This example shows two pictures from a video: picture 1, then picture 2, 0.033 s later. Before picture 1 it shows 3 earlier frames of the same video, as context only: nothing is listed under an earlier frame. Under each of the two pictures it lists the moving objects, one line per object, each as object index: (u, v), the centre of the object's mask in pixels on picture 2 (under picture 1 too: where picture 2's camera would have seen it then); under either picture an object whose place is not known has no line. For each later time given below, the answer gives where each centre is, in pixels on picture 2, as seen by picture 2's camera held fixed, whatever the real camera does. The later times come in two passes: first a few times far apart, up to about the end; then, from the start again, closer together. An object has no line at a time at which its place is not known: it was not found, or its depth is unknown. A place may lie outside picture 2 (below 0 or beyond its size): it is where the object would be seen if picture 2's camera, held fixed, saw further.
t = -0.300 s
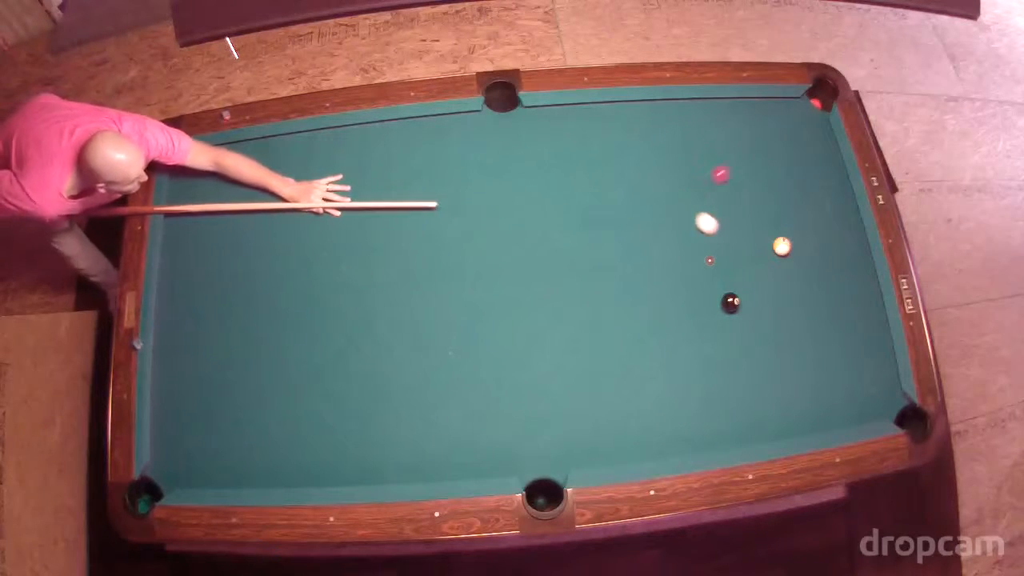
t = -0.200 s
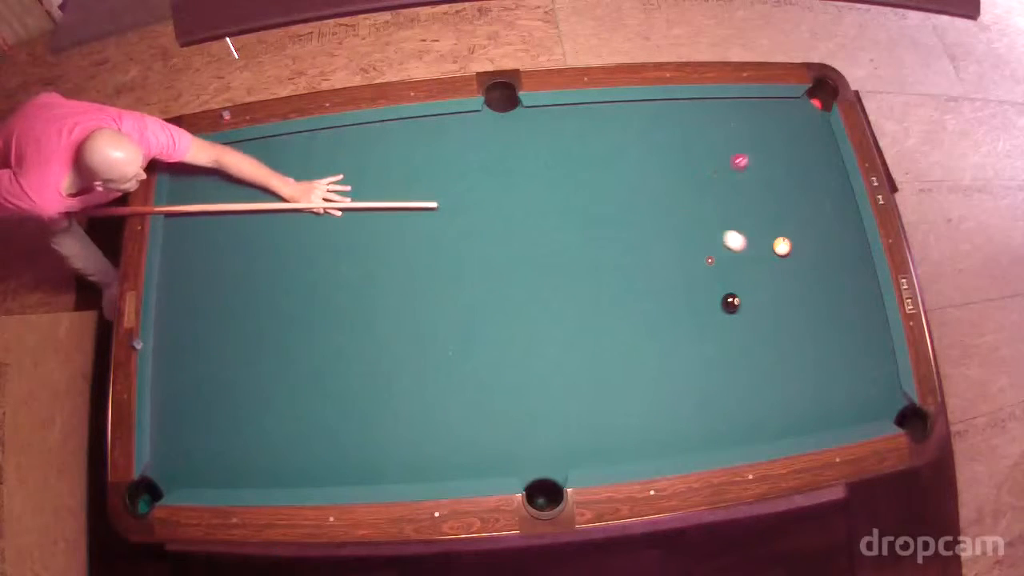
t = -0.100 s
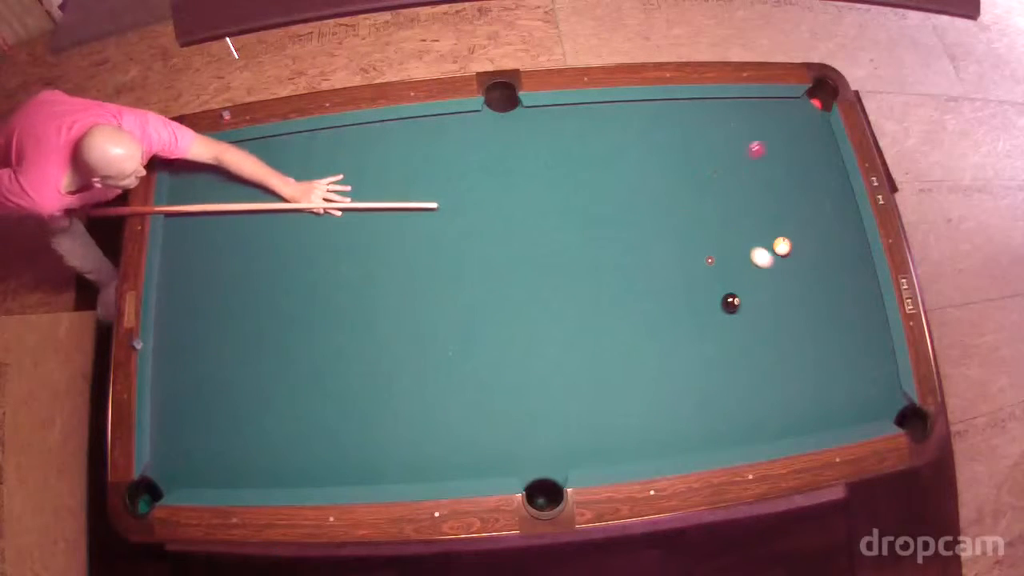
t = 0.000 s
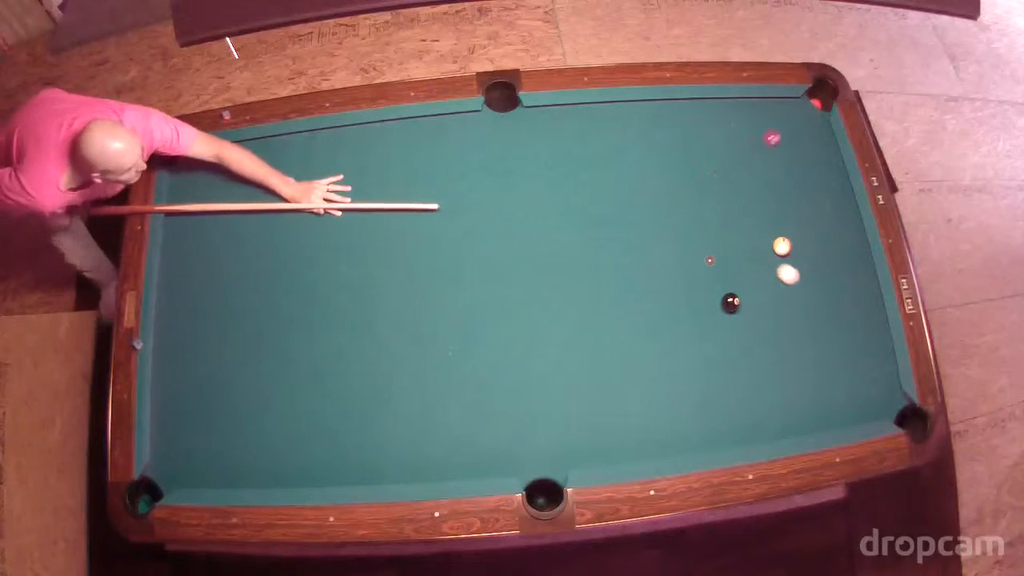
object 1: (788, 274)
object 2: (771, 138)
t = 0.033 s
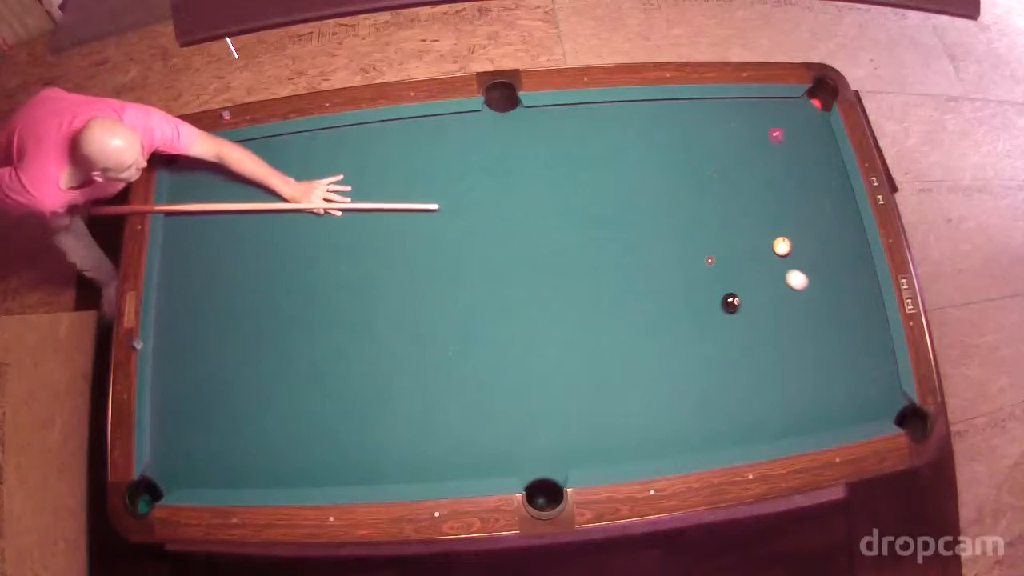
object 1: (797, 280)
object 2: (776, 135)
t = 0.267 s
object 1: (854, 317)
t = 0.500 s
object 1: (879, 352)
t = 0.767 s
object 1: (861, 390)
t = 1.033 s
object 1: (841, 417)
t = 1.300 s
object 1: (814, 403)
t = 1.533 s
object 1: (791, 390)
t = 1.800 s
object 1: (765, 375)
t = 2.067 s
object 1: (741, 361)
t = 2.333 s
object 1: (718, 347)
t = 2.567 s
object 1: (698, 335)
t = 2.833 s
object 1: (678, 322)
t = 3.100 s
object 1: (660, 309)
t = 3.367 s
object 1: (644, 297)
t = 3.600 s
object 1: (631, 288)
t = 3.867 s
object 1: (617, 278)
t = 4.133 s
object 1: (605, 269)
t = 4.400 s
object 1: (595, 262)
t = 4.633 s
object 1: (588, 256)
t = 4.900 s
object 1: (581, 250)
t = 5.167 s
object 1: (575, 244)
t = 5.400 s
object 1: (572, 240)
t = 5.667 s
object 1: (569, 237)
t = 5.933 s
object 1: (567, 235)
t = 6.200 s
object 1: (566, 234)
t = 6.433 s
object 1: (567, 234)
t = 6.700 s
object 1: (567, 234)
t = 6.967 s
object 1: (567, 234)
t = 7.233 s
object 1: (567, 234)
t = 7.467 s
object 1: (567, 234)
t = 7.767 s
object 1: (567, 234)
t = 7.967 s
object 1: (567, 234)
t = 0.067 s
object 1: (805, 285)
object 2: (781, 131)
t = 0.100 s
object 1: (813, 291)
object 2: (785, 128)
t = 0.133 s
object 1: (822, 296)
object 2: (790, 124)
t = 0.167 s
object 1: (830, 301)
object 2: (795, 121)
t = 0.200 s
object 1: (838, 307)
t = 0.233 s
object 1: (846, 312)
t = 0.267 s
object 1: (854, 317)
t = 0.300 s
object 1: (861, 323)
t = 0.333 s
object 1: (869, 328)
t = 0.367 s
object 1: (876, 333)
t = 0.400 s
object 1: (883, 338)
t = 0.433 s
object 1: (884, 343)
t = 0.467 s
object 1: (881, 347)
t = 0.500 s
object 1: (879, 352)
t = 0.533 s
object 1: (877, 357)
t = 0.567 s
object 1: (874, 362)
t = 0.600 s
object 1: (872, 367)
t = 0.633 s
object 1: (870, 371)
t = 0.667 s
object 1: (868, 376)
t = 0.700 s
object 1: (866, 380)
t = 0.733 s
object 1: (863, 385)
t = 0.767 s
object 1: (861, 390)
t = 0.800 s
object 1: (859, 394)
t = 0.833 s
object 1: (857, 399)
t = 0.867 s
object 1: (854, 403)
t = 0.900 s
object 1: (852, 408)
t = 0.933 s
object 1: (850, 412)
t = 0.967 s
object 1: (847, 417)
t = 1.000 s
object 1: (845, 418)
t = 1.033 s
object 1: (841, 417)
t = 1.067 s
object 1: (838, 416)
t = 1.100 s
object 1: (834, 414)
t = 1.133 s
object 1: (831, 412)
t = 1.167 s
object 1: (827, 410)
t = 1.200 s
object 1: (824, 408)
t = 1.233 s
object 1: (821, 406)
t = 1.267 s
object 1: (818, 404)
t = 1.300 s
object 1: (814, 403)
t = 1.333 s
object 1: (811, 401)
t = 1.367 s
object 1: (807, 399)
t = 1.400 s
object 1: (804, 397)
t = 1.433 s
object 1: (801, 395)
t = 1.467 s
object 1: (798, 393)
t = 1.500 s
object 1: (794, 391)
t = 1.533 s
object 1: (791, 390)
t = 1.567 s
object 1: (788, 388)
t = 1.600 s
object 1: (785, 386)
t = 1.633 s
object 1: (781, 384)
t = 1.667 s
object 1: (778, 382)
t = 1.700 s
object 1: (775, 381)
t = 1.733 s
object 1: (772, 379)
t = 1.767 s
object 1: (769, 377)
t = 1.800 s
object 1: (765, 375)
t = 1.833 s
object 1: (762, 373)
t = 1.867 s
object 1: (759, 372)
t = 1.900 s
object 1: (756, 370)
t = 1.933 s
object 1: (753, 368)
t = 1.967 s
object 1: (750, 366)
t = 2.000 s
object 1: (747, 364)
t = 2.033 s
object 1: (744, 363)
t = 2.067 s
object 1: (741, 361)
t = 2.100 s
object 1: (738, 359)
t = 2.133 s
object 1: (735, 358)
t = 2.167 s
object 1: (732, 356)
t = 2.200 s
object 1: (729, 354)
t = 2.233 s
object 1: (726, 352)
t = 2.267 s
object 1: (723, 350)
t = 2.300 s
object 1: (720, 349)
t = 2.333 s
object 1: (718, 347)
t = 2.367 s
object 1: (715, 345)
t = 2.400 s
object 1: (712, 344)
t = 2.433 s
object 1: (709, 342)
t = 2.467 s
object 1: (706, 340)
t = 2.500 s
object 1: (704, 339)
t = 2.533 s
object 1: (701, 337)
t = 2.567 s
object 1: (698, 335)
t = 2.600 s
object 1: (695, 334)
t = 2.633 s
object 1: (693, 332)
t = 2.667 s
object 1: (690, 330)
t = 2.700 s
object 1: (688, 329)
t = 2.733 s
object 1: (685, 327)
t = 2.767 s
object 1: (683, 326)
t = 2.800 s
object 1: (680, 324)
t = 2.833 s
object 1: (678, 322)
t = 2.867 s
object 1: (676, 321)
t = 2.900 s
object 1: (673, 319)
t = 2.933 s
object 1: (671, 318)
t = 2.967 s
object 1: (668, 316)
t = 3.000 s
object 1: (666, 314)
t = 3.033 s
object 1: (664, 313)
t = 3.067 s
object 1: (662, 311)
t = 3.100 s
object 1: (660, 309)
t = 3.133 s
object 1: (658, 308)
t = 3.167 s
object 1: (656, 307)
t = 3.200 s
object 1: (654, 305)
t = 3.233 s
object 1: (652, 303)
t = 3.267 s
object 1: (650, 302)
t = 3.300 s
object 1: (648, 300)
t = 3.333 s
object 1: (646, 299)
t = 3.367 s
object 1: (644, 297)
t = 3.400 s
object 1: (642, 296)
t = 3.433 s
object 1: (640, 295)
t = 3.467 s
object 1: (638, 293)
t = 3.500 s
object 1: (636, 292)
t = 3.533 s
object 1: (634, 291)
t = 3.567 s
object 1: (632, 289)
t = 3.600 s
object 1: (631, 288)
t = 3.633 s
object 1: (629, 287)
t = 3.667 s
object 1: (627, 285)
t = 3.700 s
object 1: (625, 284)
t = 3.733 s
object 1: (624, 283)
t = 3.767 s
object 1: (622, 282)
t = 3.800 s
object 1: (620, 280)
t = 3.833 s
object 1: (619, 279)
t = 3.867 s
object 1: (617, 278)
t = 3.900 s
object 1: (616, 277)
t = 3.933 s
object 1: (614, 276)
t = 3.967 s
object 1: (613, 275)
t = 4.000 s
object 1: (611, 273)
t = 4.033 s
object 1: (610, 273)
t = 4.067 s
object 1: (608, 271)
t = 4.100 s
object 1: (607, 270)
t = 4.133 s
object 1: (605, 269)
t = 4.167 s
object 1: (604, 268)
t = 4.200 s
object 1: (603, 267)
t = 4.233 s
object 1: (601, 266)
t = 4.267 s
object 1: (600, 265)
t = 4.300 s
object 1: (599, 264)
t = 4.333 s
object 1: (597, 263)
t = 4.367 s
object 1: (596, 263)
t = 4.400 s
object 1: (595, 262)
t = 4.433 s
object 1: (594, 261)
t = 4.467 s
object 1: (593, 260)
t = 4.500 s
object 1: (592, 259)
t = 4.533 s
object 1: (591, 258)
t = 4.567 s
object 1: (589, 257)
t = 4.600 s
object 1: (589, 257)
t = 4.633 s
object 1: (588, 256)
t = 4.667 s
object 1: (587, 255)
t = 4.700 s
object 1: (586, 254)
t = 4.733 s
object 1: (585, 253)
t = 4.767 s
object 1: (584, 253)
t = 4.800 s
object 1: (583, 252)
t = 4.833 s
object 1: (582, 251)
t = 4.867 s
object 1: (581, 250)
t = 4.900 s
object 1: (581, 250)
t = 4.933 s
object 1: (580, 249)
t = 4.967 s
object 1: (579, 248)
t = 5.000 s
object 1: (578, 247)
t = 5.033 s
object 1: (578, 247)
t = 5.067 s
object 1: (577, 246)
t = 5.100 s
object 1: (576, 245)
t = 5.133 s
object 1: (576, 245)
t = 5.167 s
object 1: (575, 244)
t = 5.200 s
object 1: (575, 243)
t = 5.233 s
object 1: (574, 243)
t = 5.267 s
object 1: (574, 242)
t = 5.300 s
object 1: (573, 242)
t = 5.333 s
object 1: (573, 241)
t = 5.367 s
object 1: (572, 240)
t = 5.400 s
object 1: (572, 240)
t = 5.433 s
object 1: (571, 239)
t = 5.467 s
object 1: (571, 239)
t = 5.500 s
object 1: (571, 239)
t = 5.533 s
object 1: (570, 238)
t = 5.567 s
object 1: (570, 238)
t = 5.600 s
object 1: (569, 237)
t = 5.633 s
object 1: (569, 237)
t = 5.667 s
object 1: (569, 237)
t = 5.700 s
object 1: (569, 236)
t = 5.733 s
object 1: (568, 236)
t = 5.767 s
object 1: (568, 236)
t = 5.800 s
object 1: (568, 236)
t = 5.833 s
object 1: (568, 235)
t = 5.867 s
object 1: (567, 235)
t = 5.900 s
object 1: (567, 235)
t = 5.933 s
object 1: (567, 235)
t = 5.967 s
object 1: (567, 235)
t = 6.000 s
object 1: (567, 235)
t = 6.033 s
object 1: (567, 234)
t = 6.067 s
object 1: (567, 234)
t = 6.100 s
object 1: (567, 234)
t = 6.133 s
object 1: (567, 234)
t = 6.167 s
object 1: (566, 234)
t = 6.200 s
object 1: (566, 234)
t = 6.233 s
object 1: (566, 234)
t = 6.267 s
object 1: (567, 234)
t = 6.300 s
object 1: (567, 234)
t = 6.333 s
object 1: (567, 234)
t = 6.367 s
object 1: (567, 234)
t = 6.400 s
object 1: (567, 234)
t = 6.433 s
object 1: (567, 234)
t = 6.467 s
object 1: (567, 234)
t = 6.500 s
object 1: (567, 234)
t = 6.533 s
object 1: (567, 234)
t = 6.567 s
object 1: (567, 234)
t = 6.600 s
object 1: (567, 234)
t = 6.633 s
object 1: (567, 234)
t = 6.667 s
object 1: (567, 234)
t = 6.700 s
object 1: (567, 234)
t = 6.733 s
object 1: (567, 234)
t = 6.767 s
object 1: (567, 234)
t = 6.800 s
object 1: (567, 234)
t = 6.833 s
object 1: (567, 234)
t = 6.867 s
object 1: (567, 234)
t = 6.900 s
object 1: (567, 234)
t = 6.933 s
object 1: (567, 234)
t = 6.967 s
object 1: (567, 234)
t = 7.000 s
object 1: (567, 234)
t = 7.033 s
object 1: (567, 234)
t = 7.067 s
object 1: (567, 234)
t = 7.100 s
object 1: (567, 234)
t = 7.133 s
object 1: (567, 234)
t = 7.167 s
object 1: (567, 234)
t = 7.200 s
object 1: (567, 234)
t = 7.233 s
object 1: (567, 234)
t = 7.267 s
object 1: (567, 234)
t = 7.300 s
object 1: (567, 234)
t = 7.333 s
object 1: (567, 234)
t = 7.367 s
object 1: (567, 234)
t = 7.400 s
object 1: (567, 234)
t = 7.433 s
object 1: (567, 234)
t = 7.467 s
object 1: (567, 234)
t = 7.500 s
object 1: (567, 234)
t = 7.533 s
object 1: (567, 234)
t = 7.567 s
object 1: (567, 235)
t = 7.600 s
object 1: (567, 235)
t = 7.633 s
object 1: (567, 235)
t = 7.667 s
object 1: (567, 235)
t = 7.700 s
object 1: (567, 235)
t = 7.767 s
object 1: (567, 234)
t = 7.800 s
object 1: (567, 234)
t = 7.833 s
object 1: (567, 234)
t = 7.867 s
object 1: (567, 234)
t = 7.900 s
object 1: (567, 234)
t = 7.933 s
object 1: (567, 234)
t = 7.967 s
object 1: (567, 234)
